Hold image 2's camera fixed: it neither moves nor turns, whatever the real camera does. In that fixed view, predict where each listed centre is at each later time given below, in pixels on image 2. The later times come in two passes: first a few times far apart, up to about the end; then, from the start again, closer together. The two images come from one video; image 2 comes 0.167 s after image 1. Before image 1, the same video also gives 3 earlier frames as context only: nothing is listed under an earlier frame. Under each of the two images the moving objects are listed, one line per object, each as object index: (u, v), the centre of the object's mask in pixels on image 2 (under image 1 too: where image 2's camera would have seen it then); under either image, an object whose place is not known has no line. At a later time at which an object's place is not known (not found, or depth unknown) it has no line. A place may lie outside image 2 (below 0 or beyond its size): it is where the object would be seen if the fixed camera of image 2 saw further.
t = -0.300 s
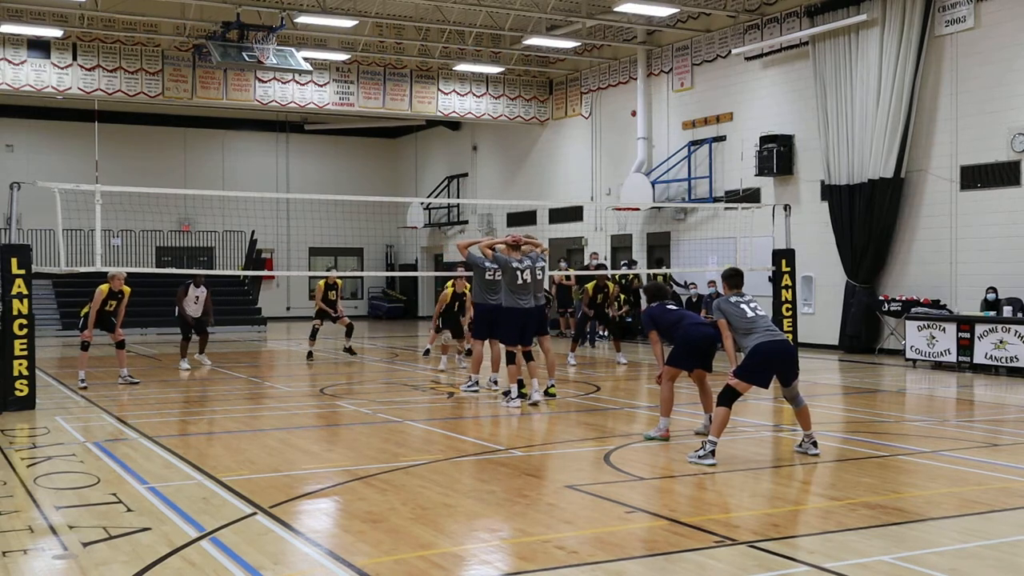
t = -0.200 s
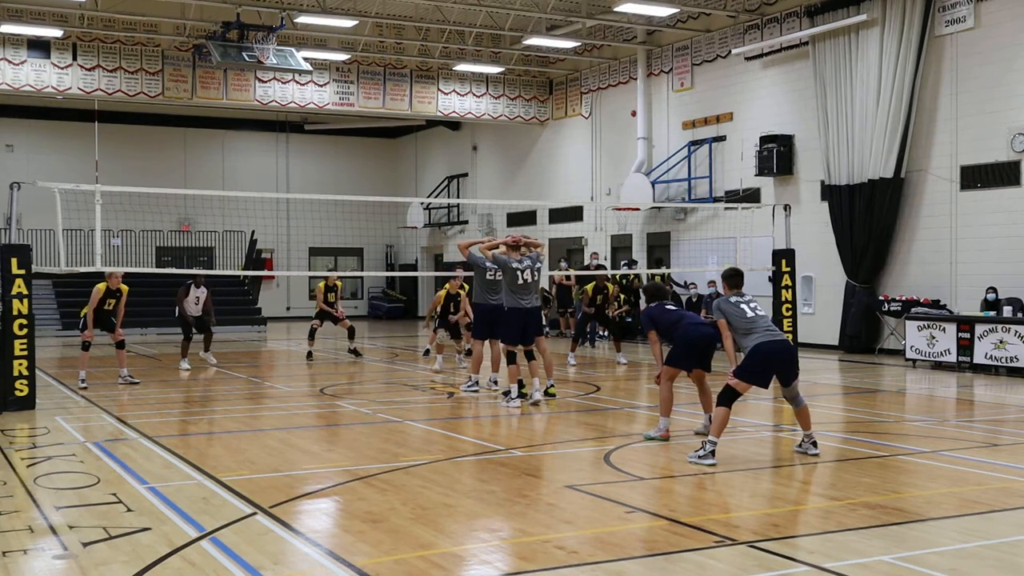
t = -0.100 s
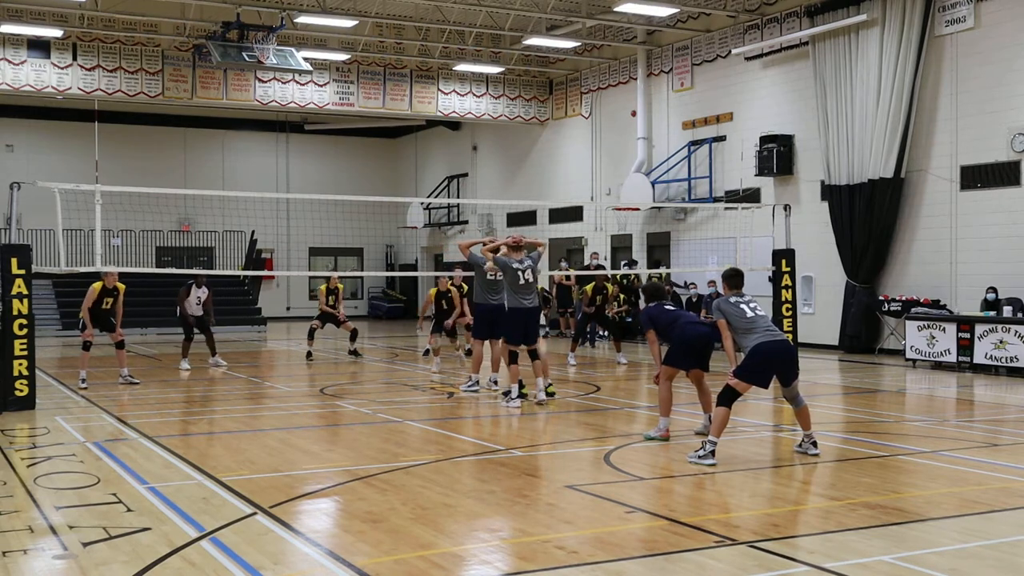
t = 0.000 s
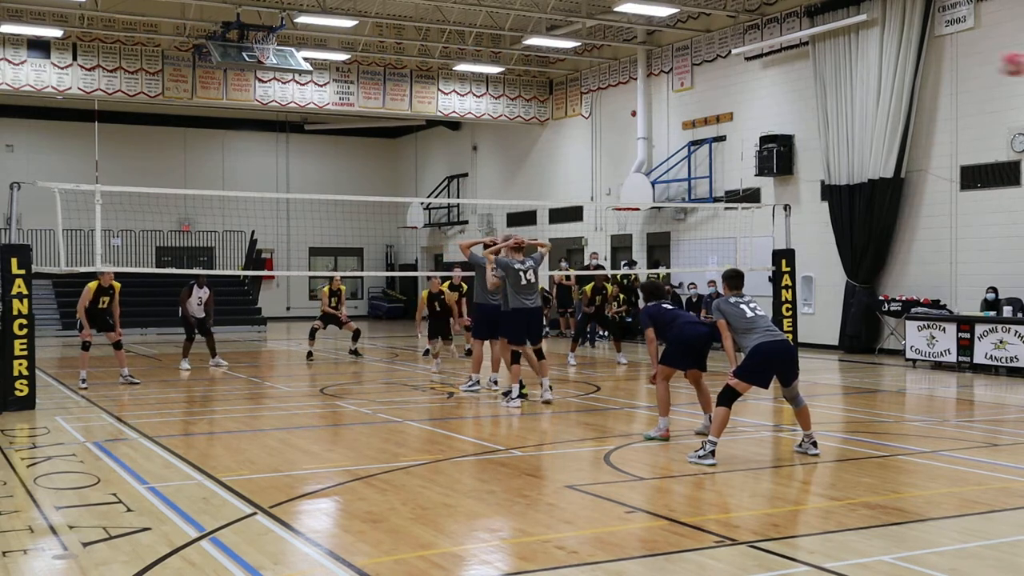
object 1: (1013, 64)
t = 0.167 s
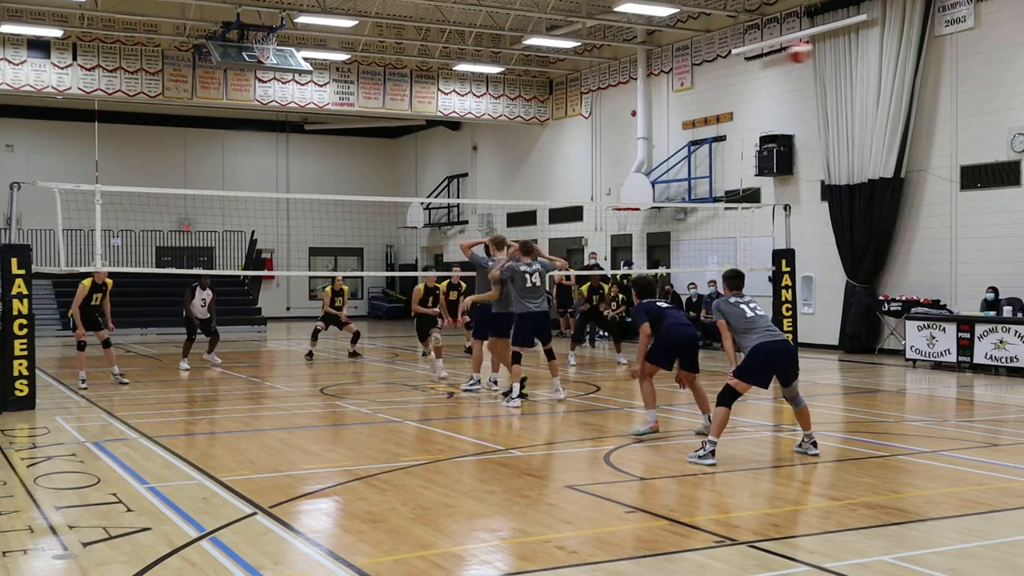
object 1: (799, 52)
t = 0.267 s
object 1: (701, 58)
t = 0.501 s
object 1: (522, 100)
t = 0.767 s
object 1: (384, 179)
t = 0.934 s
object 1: (319, 236)
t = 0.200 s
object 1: (764, 54)
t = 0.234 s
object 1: (732, 56)
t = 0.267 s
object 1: (701, 58)
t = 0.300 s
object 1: (671, 62)
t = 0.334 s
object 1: (643, 68)
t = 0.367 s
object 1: (615, 72)
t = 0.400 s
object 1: (590, 80)
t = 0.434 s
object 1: (567, 85)
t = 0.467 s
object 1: (543, 92)
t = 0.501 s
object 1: (522, 100)
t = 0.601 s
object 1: (464, 127)
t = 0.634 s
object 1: (447, 136)
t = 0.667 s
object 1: (430, 146)
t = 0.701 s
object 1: (414, 157)
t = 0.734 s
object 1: (400, 167)
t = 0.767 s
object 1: (384, 179)
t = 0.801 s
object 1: (370, 189)
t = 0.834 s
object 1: (356, 204)
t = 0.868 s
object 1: (343, 213)
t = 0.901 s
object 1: (331, 225)
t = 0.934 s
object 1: (319, 236)
